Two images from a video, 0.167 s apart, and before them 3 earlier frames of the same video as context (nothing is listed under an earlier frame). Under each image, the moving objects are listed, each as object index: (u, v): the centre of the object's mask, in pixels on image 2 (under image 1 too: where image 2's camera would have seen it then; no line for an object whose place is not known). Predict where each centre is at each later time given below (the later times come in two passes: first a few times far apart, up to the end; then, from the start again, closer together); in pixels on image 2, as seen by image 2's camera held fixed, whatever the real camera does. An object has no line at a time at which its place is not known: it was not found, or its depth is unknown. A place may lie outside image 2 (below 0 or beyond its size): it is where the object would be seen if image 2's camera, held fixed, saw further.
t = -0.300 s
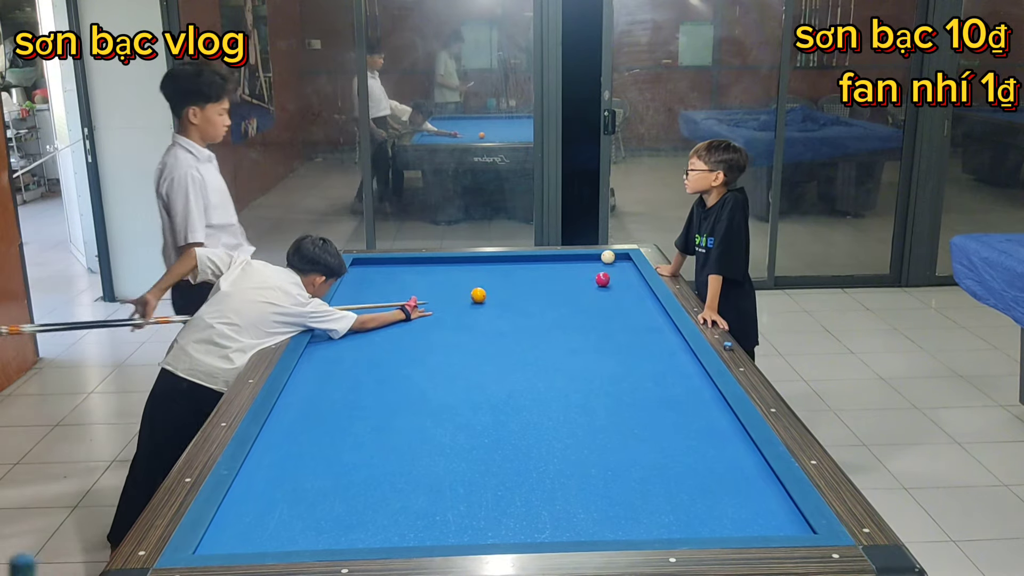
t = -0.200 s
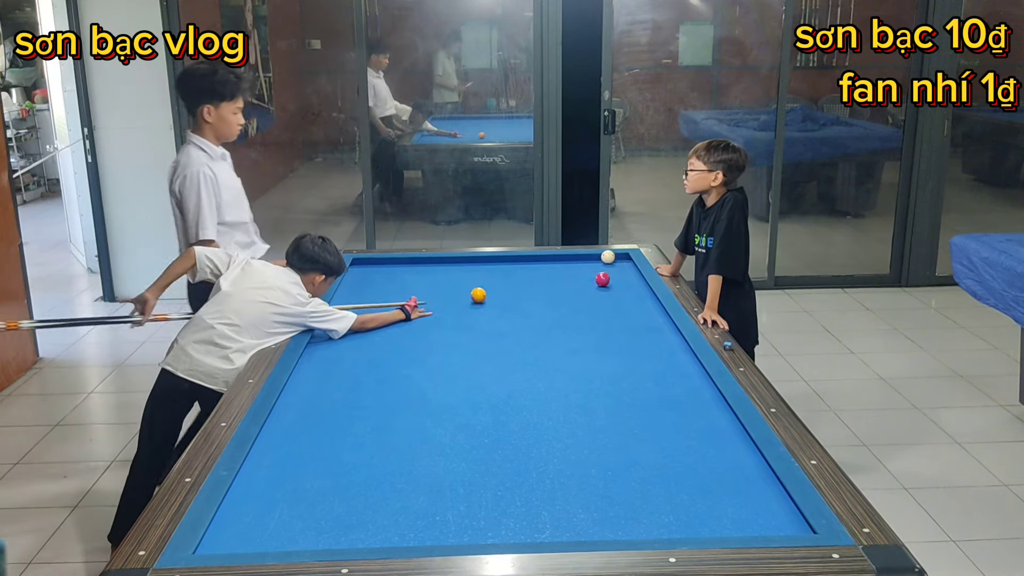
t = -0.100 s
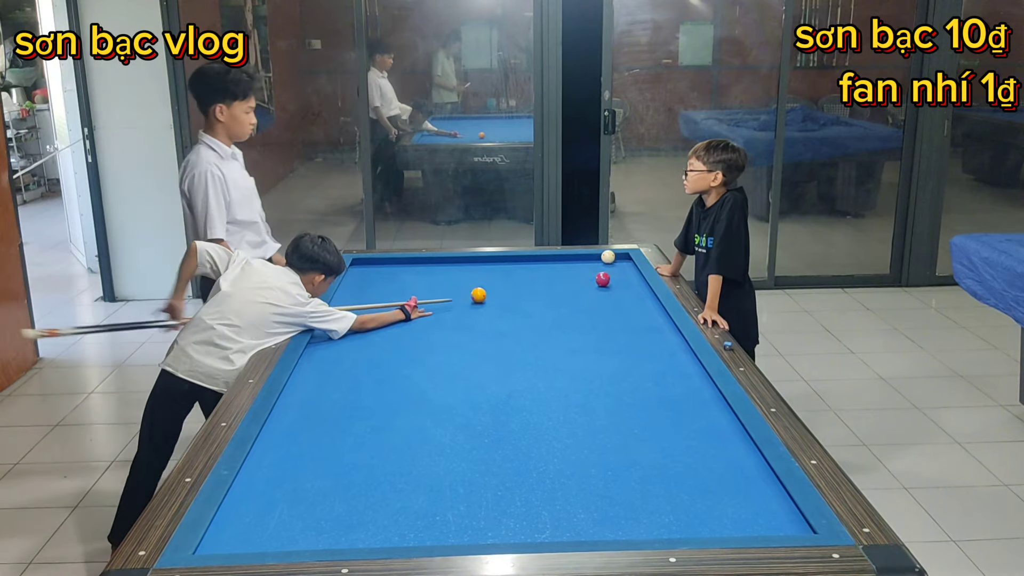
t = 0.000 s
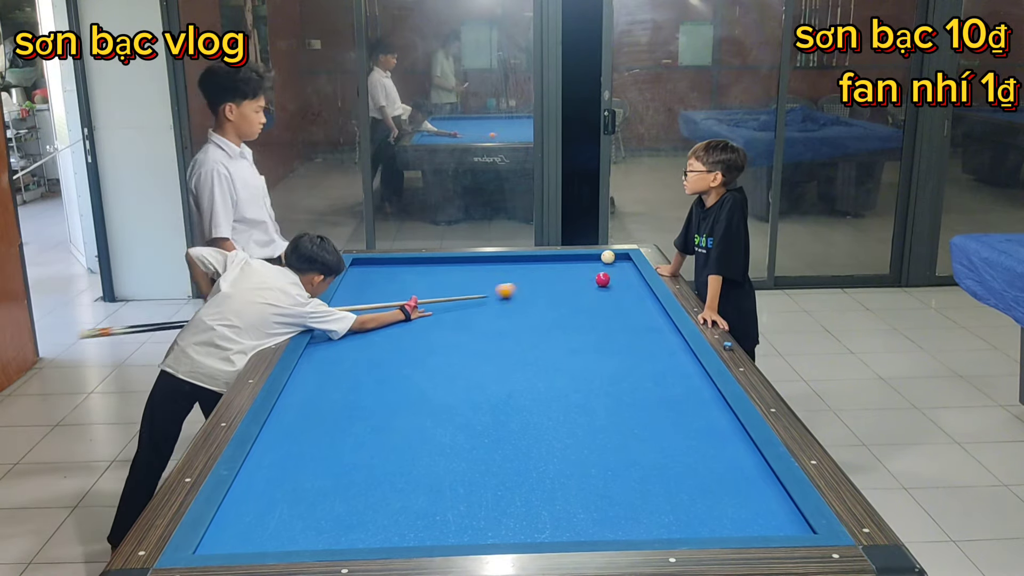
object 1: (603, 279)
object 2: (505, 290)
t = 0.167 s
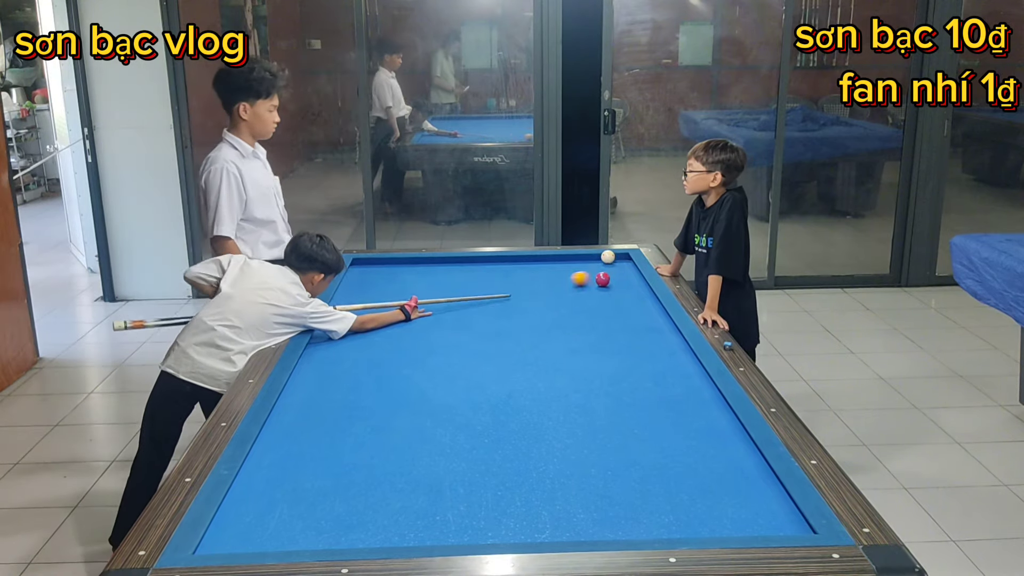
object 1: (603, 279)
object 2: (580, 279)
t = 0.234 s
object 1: (609, 280)
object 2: (598, 273)
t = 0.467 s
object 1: (638, 284)
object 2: (616, 261)
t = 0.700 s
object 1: (630, 288)
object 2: (593, 262)
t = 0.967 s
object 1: (617, 291)
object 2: (571, 264)
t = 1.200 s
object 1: (606, 294)
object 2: (552, 267)
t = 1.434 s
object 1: (595, 296)
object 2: (533, 269)
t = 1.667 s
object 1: (584, 299)
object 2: (514, 271)
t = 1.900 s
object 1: (574, 302)
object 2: (495, 273)
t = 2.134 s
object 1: (564, 304)
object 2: (477, 275)
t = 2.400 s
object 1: (553, 307)
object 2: (456, 277)
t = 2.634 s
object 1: (543, 310)
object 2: (438, 279)
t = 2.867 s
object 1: (534, 312)
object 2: (420, 281)
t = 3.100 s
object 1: (525, 314)
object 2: (403, 283)
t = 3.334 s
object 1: (517, 316)
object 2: (386, 284)
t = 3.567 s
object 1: (509, 318)
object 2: (369, 286)
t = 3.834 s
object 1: (500, 320)
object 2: (351, 288)
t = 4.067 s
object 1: (493, 321)
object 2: (349, 289)
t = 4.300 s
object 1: (487, 322)
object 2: (357, 289)
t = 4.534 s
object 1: (481, 324)
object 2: (365, 290)
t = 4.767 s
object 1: (475, 325)
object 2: (373, 290)
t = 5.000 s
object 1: (470, 325)
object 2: (379, 290)
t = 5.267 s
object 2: (386, 291)
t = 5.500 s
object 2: (390, 291)
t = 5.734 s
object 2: (395, 291)
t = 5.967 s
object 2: (398, 291)
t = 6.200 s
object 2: (401, 291)
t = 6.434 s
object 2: (403, 292)
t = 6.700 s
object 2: (405, 292)
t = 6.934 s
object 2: (406, 292)
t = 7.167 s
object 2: (406, 292)
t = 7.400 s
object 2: (405, 292)
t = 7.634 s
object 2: (405, 292)
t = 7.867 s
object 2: (405, 292)
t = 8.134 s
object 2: (405, 292)
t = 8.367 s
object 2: (405, 292)
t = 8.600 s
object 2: (405, 292)
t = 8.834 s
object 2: (405, 292)
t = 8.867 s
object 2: (405, 293)
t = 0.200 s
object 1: (604, 279)
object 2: (591, 276)
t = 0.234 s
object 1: (609, 280)
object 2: (598, 273)
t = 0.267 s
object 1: (614, 281)
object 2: (605, 271)
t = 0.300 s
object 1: (618, 281)
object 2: (612, 269)
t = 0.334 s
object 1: (622, 282)
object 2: (619, 267)
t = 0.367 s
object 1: (626, 283)
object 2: (624, 265)
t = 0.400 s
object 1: (630, 283)
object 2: (627, 263)
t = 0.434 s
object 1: (634, 284)
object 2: (621, 262)
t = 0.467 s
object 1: (638, 284)
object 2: (616, 261)
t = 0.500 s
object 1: (641, 285)
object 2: (612, 260)
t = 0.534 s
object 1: (640, 285)
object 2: (608, 260)
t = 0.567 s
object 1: (637, 286)
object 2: (606, 260)
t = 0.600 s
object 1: (635, 286)
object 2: (602, 261)
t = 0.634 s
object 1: (634, 287)
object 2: (599, 261)
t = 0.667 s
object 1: (632, 287)
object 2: (596, 262)
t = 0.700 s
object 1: (630, 288)
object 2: (593, 262)
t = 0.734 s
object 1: (629, 288)
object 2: (591, 262)
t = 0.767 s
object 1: (627, 288)
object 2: (588, 263)
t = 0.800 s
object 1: (626, 289)
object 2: (585, 263)
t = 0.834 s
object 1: (624, 289)
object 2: (582, 263)
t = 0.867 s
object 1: (622, 289)
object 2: (580, 264)
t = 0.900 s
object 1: (621, 290)
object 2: (577, 264)
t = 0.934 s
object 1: (619, 290)
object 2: (574, 264)
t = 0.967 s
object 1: (617, 291)
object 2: (571, 264)
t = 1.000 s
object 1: (616, 291)
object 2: (568, 265)
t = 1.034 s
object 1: (614, 292)
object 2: (565, 265)
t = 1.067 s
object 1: (613, 292)
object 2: (563, 266)
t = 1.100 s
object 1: (611, 292)
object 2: (560, 266)
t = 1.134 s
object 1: (609, 293)
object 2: (557, 266)
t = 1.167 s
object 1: (608, 293)
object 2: (554, 266)
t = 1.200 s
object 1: (606, 294)
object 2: (552, 267)
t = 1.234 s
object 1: (604, 294)
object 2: (549, 267)
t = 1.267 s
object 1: (603, 295)
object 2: (546, 268)
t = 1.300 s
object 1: (601, 295)
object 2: (543, 268)
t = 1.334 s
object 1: (600, 295)
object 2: (541, 268)
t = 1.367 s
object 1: (598, 296)
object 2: (538, 268)
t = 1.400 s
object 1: (597, 296)
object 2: (535, 269)
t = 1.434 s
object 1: (595, 296)
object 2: (533, 269)
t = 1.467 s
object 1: (593, 297)
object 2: (530, 269)
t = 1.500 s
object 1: (592, 297)
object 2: (527, 270)
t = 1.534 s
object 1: (590, 298)
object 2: (525, 270)
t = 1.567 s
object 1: (589, 298)
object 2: (522, 270)
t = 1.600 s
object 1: (587, 299)
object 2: (519, 271)
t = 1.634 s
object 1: (586, 299)
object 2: (516, 271)
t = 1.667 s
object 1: (584, 299)
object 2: (514, 271)
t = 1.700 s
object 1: (583, 300)
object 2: (511, 272)
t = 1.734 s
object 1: (581, 300)
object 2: (508, 272)
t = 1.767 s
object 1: (580, 300)
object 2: (506, 272)
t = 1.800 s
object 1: (578, 301)
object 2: (503, 272)
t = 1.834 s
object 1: (577, 301)
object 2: (500, 273)
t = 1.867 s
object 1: (575, 301)
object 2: (498, 273)
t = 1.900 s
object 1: (574, 302)
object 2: (495, 273)
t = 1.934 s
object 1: (572, 302)
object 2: (492, 274)
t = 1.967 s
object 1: (571, 303)
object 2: (490, 274)
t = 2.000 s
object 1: (569, 303)
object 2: (487, 274)
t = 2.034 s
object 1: (568, 303)
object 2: (485, 274)
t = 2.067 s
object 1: (566, 304)
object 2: (482, 275)
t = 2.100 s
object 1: (565, 304)
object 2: (479, 275)
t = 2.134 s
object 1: (564, 304)
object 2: (477, 275)
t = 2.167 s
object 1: (562, 305)
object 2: (474, 276)
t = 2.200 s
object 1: (561, 305)
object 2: (471, 276)
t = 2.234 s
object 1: (560, 306)
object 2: (469, 276)
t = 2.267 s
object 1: (558, 306)
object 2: (466, 276)
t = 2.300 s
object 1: (557, 306)
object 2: (464, 277)
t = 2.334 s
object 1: (555, 306)
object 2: (461, 277)
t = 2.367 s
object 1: (554, 307)
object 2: (459, 277)
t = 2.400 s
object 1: (553, 307)
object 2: (456, 277)
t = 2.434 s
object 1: (551, 308)
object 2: (454, 278)
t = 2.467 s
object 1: (550, 308)
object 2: (451, 278)
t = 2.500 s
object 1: (548, 308)
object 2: (448, 278)
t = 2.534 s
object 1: (547, 309)
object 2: (446, 278)
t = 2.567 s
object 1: (546, 309)
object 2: (443, 279)
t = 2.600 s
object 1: (544, 309)
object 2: (441, 279)
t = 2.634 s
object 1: (543, 310)
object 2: (438, 279)
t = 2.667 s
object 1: (542, 310)
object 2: (435, 280)
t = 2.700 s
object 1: (540, 310)
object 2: (433, 280)
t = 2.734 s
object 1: (539, 311)
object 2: (430, 280)
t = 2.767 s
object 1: (538, 311)
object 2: (428, 281)
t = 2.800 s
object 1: (536, 311)
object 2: (425, 281)
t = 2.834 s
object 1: (535, 312)
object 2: (423, 281)
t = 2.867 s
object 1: (534, 312)
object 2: (420, 281)
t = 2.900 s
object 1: (533, 312)
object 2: (418, 282)
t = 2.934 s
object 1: (531, 312)
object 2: (415, 282)
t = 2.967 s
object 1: (530, 313)
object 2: (413, 282)
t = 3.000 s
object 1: (529, 313)
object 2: (411, 282)
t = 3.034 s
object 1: (528, 313)
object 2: (408, 282)
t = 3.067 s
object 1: (526, 314)
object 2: (405, 283)
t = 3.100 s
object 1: (525, 314)
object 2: (403, 283)
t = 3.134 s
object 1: (524, 314)
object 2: (401, 283)
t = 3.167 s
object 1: (523, 314)
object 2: (398, 283)
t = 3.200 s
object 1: (521, 315)
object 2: (396, 284)
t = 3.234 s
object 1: (520, 315)
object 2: (393, 284)
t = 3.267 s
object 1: (519, 315)
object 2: (391, 284)
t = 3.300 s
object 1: (518, 316)
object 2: (388, 284)
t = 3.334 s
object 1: (517, 316)
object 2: (386, 284)
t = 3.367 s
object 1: (516, 316)
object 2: (384, 285)
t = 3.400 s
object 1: (515, 316)
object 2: (381, 285)
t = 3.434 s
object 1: (513, 316)
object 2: (379, 285)
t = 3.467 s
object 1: (512, 317)
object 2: (377, 285)
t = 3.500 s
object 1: (511, 317)
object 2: (374, 286)
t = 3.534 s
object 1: (510, 317)
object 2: (372, 286)
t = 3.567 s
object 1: (509, 318)
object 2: (369, 286)
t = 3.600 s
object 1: (508, 318)
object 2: (367, 286)
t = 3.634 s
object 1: (507, 318)
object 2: (365, 286)
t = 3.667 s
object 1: (506, 318)
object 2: (362, 287)
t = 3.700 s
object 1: (504, 318)
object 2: (360, 287)
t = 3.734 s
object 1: (504, 318)
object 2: (358, 287)
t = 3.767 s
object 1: (502, 319)
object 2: (355, 287)
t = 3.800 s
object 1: (501, 319)
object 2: (353, 288)
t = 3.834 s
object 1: (500, 320)
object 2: (351, 288)
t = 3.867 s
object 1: (499, 320)
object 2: (348, 288)
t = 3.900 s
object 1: (498, 320)
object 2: (346, 288)
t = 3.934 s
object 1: (497, 320)
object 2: (344, 289)
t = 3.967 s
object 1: (496, 320)
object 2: (346, 289)
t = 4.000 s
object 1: (495, 320)
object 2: (347, 289)
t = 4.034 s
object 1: (494, 321)
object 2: (348, 289)
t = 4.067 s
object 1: (493, 321)
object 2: (349, 289)
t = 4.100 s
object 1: (492, 321)
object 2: (351, 289)
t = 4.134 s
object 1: (491, 321)
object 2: (352, 289)
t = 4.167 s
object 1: (490, 321)
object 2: (353, 289)
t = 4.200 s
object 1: (489, 322)
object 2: (354, 289)
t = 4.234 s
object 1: (489, 322)
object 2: (355, 289)
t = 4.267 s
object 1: (488, 322)
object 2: (356, 289)
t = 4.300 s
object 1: (487, 322)
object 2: (357, 289)
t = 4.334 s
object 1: (486, 322)
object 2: (358, 290)
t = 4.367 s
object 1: (485, 322)
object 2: (360, 289)
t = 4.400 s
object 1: (484, 323)
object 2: (361, 290)
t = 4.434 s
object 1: (483, 323)
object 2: (362, 290)
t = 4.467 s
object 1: (482, 323)
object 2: (363, 290)
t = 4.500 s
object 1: (482, 323)
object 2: (364, 290)
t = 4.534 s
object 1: (481, 324)
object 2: (365, 290)
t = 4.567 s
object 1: (479, 324)
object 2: (367, 290)
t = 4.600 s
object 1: (478, 324)
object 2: (368, 290)
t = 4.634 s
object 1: (478, 324)
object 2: (369, 290)
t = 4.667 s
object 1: (477, 324)
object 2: (370, 290)
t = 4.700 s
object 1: (476, 324)
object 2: (371, 290)
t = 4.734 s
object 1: (475, 324)
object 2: (372, 290)
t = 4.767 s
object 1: (475, 325)
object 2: (373, 290)
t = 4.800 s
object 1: (474, 325)
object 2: (374, 291)
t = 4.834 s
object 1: (473, 325)
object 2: (375, 291)
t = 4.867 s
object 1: (473, 325)
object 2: (376, 290)
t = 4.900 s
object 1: (472, 325)
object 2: (377, 290)
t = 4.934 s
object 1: (471, 325)
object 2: (378, 290)
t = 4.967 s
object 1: (471, 325)
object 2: (378, 291)
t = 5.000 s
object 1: (470, 325)
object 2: (379, 290)
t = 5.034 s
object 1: (469, 326)
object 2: (380, 291)
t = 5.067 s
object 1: (469, 326)
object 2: (381, 291)
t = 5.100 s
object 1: (468, 326)
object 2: (382, 291)
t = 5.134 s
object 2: (382, 291)
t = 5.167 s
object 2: (383, 291)
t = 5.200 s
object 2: (384, 291)
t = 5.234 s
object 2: (385, 291)
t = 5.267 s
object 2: (386, 291)
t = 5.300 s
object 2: (386, 291)
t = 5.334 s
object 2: (387, 291)
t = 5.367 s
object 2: (388, 291)
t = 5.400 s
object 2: (389, 291)
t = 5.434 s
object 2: (389, 291)
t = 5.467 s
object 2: (390, 291)
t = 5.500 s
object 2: (390, 291)
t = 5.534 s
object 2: (391, 291)
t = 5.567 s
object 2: (392, 291)
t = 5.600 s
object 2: (392, 291)
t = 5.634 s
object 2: (393, 291)
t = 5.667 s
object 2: (394, 291)
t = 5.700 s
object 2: (394, 291)
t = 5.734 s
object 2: (395, 291)
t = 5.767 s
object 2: (395, 291)
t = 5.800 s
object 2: (396, 291)
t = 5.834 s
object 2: (397, 291)
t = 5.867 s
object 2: (397, 292)
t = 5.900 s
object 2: (397, 291)
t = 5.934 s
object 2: (398, 291)
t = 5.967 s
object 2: (398, 291)
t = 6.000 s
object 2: (399, 292)
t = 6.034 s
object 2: (399, 292)
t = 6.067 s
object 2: (400, 291)
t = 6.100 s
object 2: (400, 291)
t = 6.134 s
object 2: (400, 292)
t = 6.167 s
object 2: (401, 292)
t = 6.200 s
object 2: (401, 291)
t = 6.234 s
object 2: (401, 292)
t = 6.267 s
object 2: (402, 292)
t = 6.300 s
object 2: (402, 292)
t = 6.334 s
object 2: (402, 292)
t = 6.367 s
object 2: (403, 292)
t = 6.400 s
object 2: (403, 292)
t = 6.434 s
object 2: (403, 292)
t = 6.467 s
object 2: (404, 292)
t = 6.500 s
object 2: (404, 292)
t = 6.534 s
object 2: (404, 292)
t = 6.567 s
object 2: (404, 292)
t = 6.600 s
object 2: (404, 292)
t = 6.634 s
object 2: (405, 292)
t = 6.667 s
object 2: (405, 292)
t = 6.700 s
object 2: (405, 292)
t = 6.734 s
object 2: (405, 292)
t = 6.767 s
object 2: (405, 292)
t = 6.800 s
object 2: (405, 292)
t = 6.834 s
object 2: (406, 292)
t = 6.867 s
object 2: (406, 292)
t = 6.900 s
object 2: (406, 292)
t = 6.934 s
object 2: (406, 292)
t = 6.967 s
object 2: (406, 292)
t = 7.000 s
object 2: (406, 292)
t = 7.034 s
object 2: (406, 292)
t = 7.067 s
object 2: (406, 292)
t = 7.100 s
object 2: (406, 292)
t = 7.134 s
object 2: (406, 292)
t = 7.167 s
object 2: (406, 292)
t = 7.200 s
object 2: (406, 292)
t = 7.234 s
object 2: (406, 292)
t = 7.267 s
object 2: (406, 292)
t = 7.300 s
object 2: (406, 292)
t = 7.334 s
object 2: (406, 292)
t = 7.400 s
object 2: (405, 292)
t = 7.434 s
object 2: (406, 292)
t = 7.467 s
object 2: (405, 292)
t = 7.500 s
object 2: (406, 292)
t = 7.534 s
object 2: (405, 292)
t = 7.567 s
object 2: (405, 292)
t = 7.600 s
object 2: (405, 292)
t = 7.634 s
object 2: (405, 292)
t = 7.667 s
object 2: (405, 292)
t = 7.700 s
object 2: (405, 292)
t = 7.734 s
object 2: (405, 292)
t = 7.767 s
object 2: (405, 292)
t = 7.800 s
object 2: (405, 292)
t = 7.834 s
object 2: (405, 292)
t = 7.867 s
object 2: (405, 292)
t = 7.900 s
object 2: (405, 292)
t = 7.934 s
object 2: (405, 292)
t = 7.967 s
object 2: (405, 292)
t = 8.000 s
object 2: (405, 292)
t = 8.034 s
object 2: (405, 292)
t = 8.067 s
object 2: (405, 292)
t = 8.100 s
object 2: (405, 292)
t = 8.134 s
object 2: (405, 292)
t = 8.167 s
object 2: (405, 292)
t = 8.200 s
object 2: (405, 292)
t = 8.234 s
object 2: (405, 292)
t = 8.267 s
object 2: (405, 292)
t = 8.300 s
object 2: (405, 292)
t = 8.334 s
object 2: (405, 292)
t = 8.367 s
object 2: (405, 292)
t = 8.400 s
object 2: (405, 292)
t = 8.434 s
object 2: (405, 292)
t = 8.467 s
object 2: (405, 292)
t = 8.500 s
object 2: (405, 292)
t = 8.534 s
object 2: (405, 292)
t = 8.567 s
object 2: (405, 292)
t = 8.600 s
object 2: (405, 292)
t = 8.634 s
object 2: (405, 292)
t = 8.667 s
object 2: (405, 292)
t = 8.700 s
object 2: (405, 292)
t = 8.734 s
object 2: (405, 292)
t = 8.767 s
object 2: (405, 292)
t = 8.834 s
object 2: (405, 292)
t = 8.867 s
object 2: (405, 293)
